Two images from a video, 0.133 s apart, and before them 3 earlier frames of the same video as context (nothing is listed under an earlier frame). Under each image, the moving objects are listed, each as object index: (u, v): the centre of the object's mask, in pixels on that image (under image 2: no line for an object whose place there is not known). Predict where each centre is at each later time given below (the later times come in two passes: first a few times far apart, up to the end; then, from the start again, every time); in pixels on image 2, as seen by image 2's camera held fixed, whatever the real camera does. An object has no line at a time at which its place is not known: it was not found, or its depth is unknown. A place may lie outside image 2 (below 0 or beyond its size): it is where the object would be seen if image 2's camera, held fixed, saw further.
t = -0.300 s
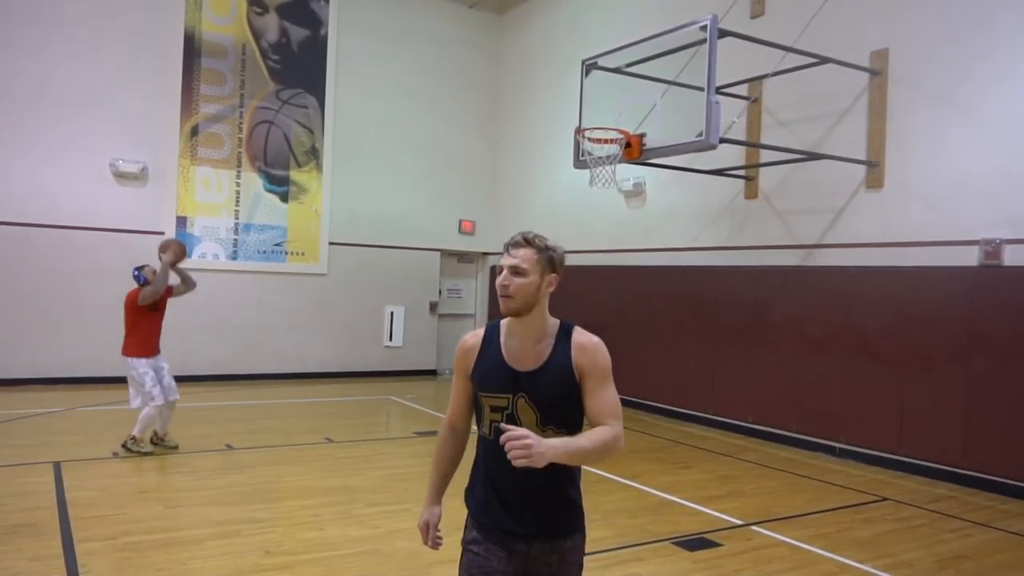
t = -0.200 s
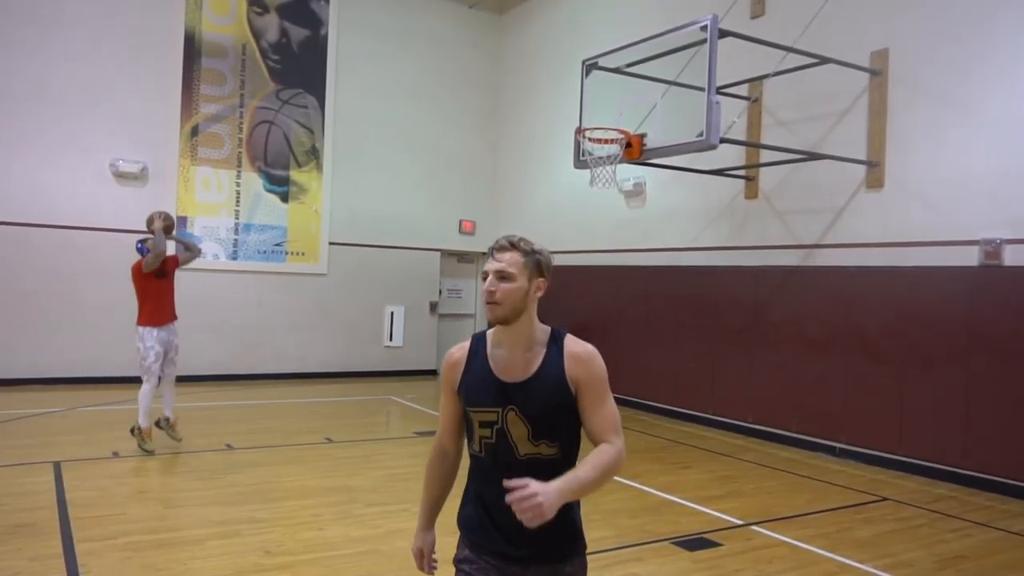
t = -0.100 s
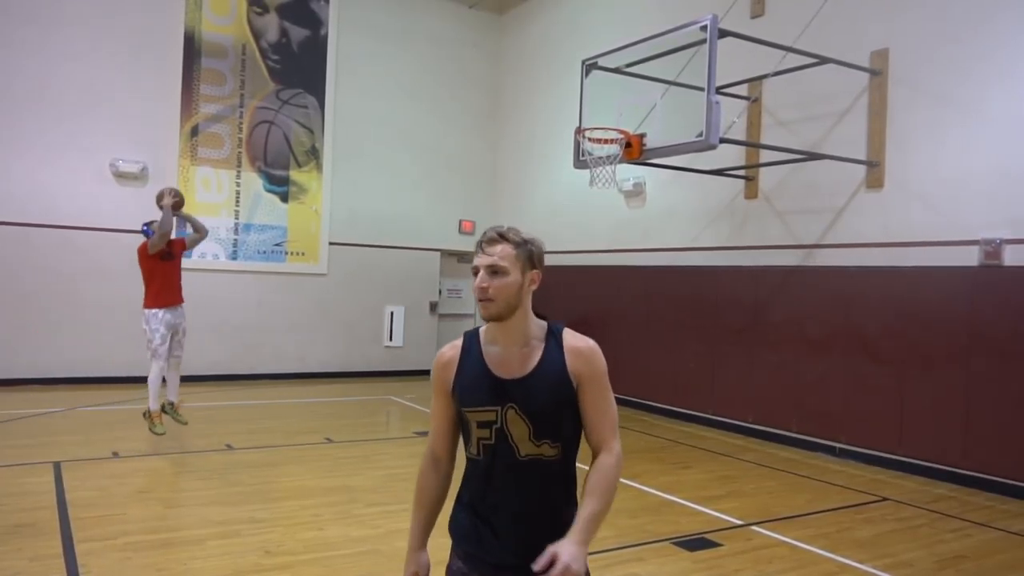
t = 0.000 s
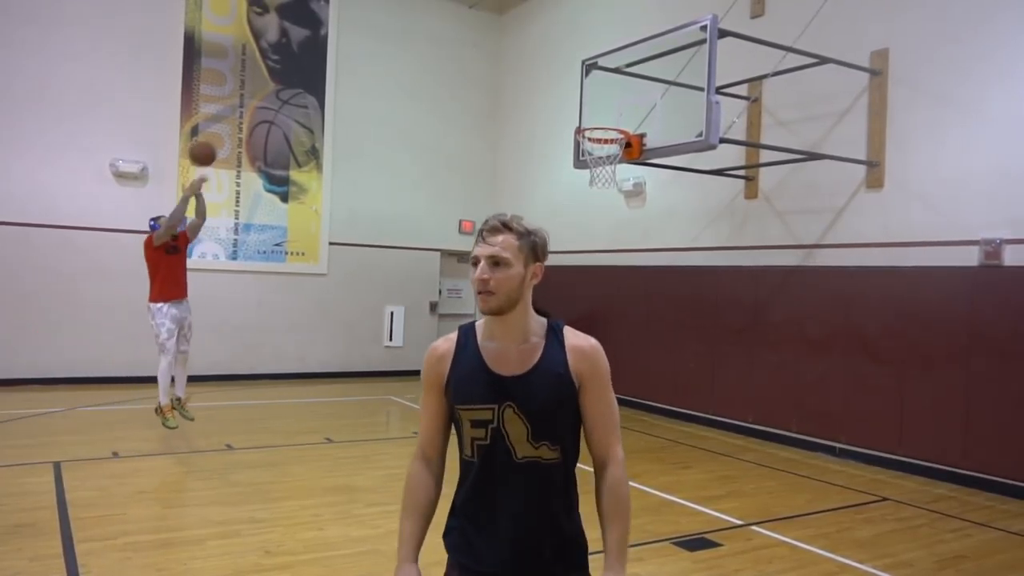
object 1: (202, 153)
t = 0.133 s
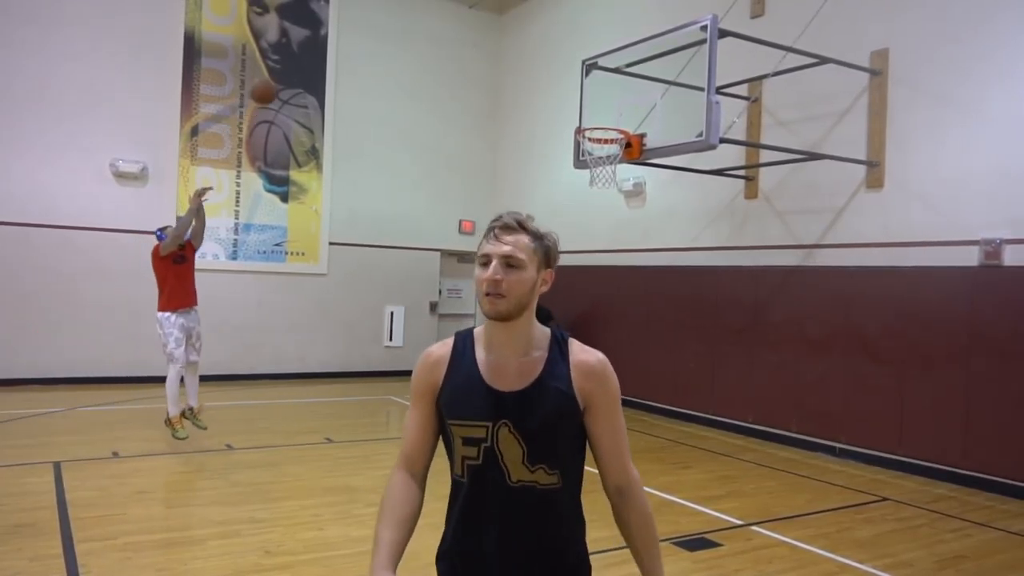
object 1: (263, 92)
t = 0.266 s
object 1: (322, 49)
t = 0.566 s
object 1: (452, 27)
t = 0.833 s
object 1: (561, 89)
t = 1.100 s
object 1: (635, 175)
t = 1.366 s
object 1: (661, 262)
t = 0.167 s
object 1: (279, 79)
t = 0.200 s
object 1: (293, 69)
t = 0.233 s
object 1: (307, 59)
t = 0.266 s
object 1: (322, 49)
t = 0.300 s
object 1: (337, 42)
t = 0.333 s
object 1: (352, 36)
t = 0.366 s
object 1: (367, 31)
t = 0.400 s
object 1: (381, 27)
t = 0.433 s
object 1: (395, 25)
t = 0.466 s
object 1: (410, 24)
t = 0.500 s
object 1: (424, 24)
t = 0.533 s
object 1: (438, 25)
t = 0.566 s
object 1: (452, 27)
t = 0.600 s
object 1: (466, 30)
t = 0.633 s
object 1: (480, 35)
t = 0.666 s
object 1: (493, 41)
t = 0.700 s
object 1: (507, 48)
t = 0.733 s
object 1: (521, 57)
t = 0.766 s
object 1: (534, 66)
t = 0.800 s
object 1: (548, 77)
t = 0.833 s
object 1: (561, 89)
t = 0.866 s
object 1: (574, 102)
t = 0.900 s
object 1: (587, 116)
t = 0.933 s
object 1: (601, 133)
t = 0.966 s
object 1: (614, 148)
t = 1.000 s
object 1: (624, 160)
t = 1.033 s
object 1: (628, 169)
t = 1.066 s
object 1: (632, 169)
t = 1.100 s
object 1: (635, 175)
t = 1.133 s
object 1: (638, 182)
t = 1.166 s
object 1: (642, 190)
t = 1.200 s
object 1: (645, 199)
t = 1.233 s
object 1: (649, 210)
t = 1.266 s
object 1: (652, 222)
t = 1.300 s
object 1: (655, 234)
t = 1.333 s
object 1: (658, 248)
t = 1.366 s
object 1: (661, 262)
